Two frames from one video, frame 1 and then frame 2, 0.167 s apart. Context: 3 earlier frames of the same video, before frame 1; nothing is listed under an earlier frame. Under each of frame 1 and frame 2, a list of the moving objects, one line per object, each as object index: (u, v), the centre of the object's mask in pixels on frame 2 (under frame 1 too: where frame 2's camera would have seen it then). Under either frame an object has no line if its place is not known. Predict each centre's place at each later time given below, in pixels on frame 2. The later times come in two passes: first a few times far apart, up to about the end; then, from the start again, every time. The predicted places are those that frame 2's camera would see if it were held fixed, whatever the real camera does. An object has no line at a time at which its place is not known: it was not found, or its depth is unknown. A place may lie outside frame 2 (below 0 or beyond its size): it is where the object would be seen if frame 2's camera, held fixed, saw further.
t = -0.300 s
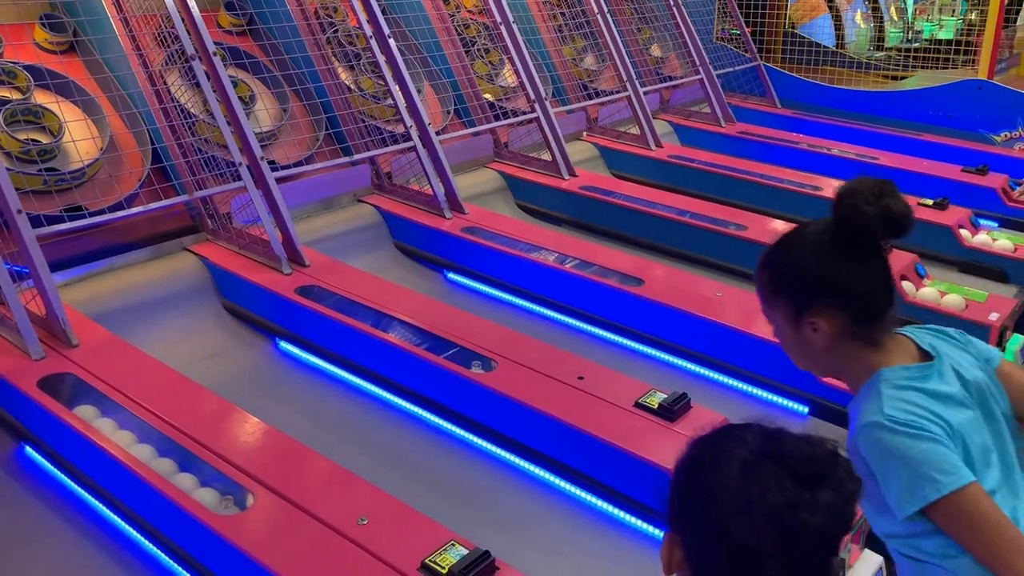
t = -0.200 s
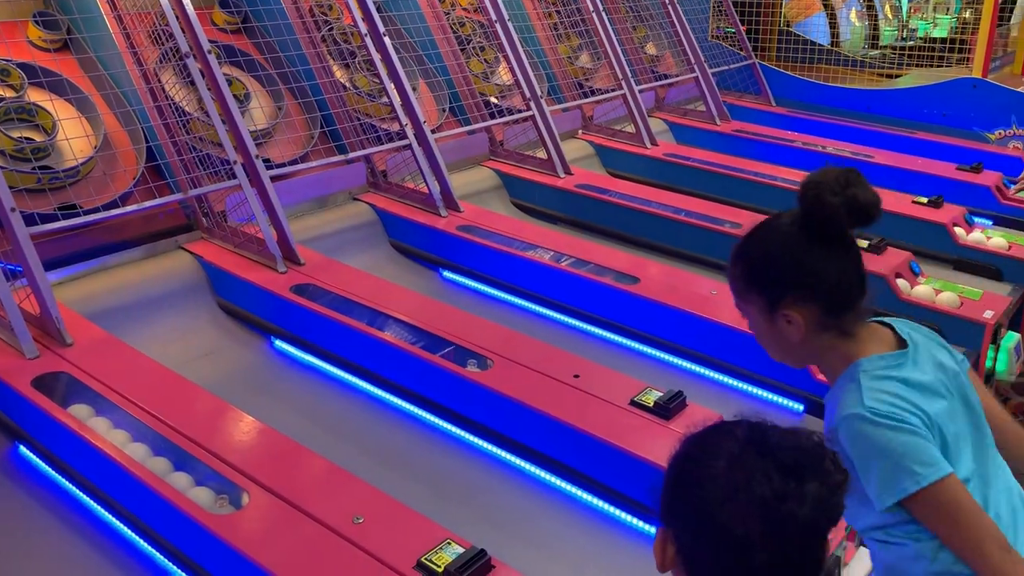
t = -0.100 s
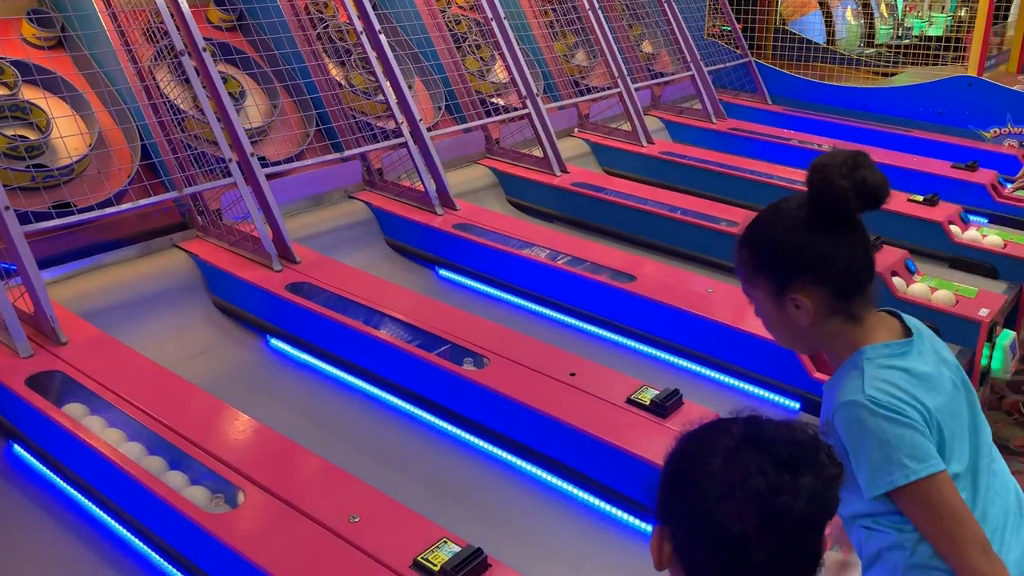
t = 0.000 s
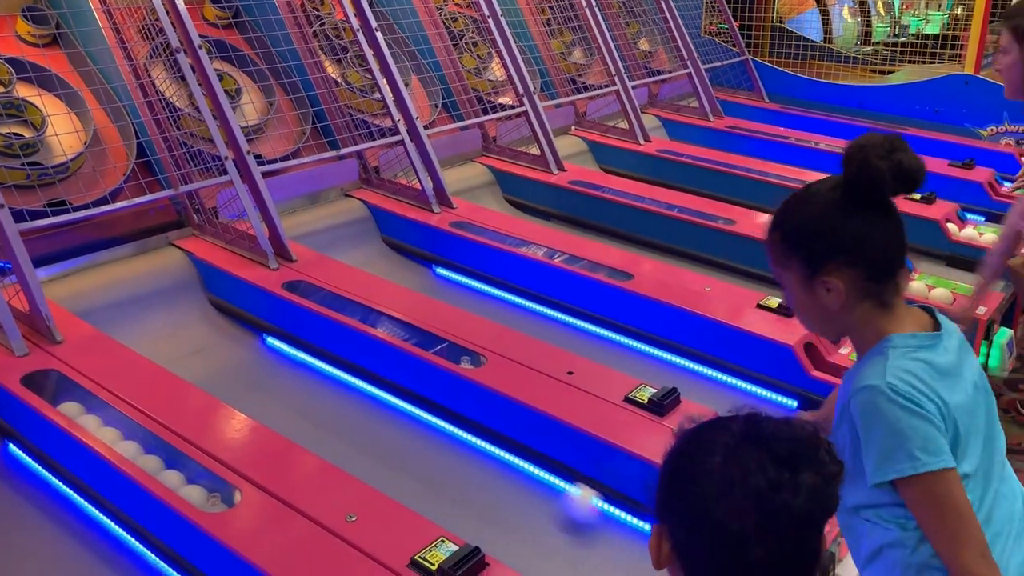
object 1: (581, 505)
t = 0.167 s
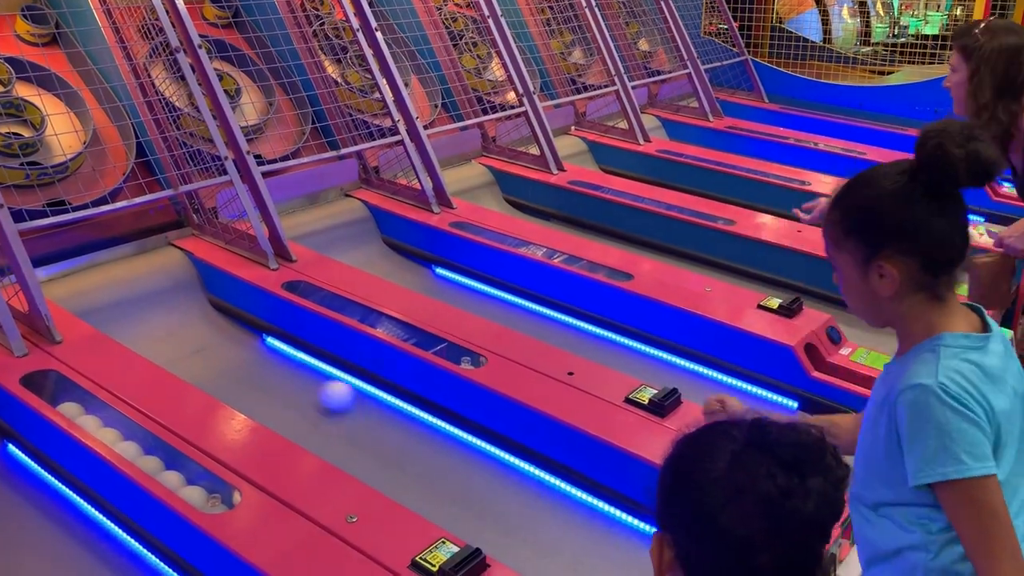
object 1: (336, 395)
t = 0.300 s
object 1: (204, 337)
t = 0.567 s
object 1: (59, 158)
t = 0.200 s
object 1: (299, 379)
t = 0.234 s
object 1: (265, 365)
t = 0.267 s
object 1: (233, 351)
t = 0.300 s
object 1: (204, 337)
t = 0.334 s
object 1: (177, 321)
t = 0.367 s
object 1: (154, 293)
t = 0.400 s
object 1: (137, 262)
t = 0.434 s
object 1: (120, 235)
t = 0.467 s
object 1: (105, 211)
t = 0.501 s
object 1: (89, 189)
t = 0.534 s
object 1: (73, 172)
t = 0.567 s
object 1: (59, 158)
